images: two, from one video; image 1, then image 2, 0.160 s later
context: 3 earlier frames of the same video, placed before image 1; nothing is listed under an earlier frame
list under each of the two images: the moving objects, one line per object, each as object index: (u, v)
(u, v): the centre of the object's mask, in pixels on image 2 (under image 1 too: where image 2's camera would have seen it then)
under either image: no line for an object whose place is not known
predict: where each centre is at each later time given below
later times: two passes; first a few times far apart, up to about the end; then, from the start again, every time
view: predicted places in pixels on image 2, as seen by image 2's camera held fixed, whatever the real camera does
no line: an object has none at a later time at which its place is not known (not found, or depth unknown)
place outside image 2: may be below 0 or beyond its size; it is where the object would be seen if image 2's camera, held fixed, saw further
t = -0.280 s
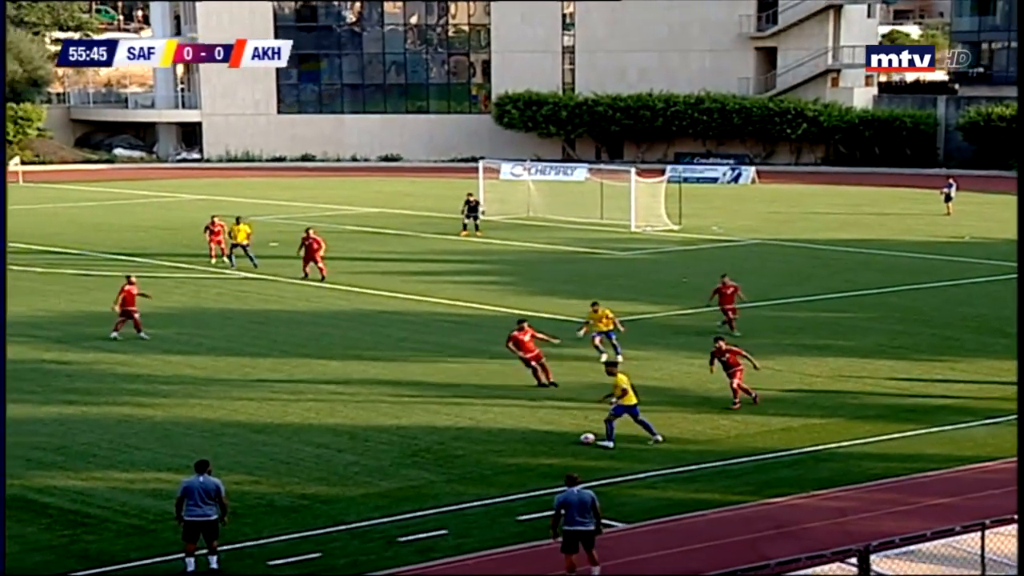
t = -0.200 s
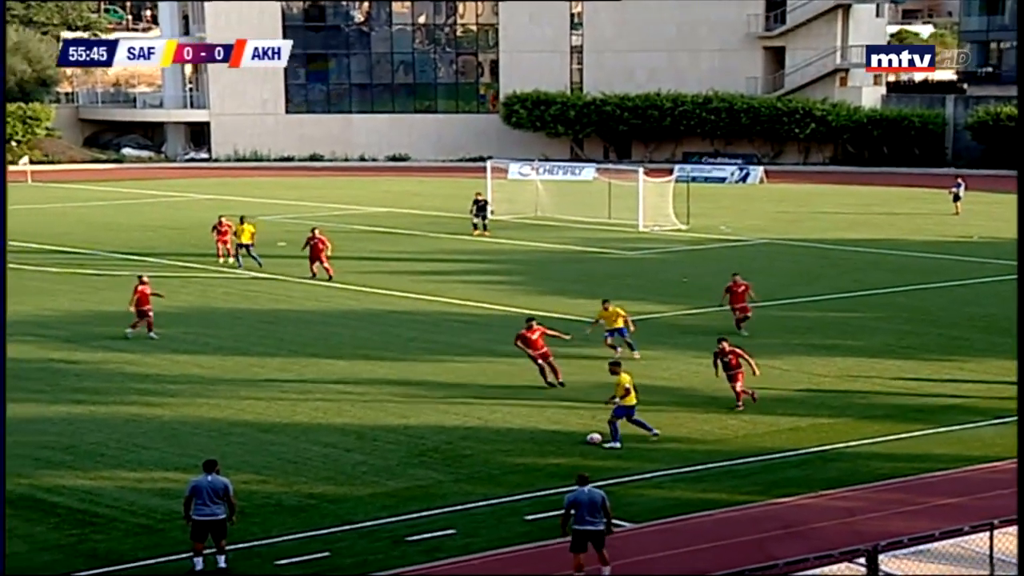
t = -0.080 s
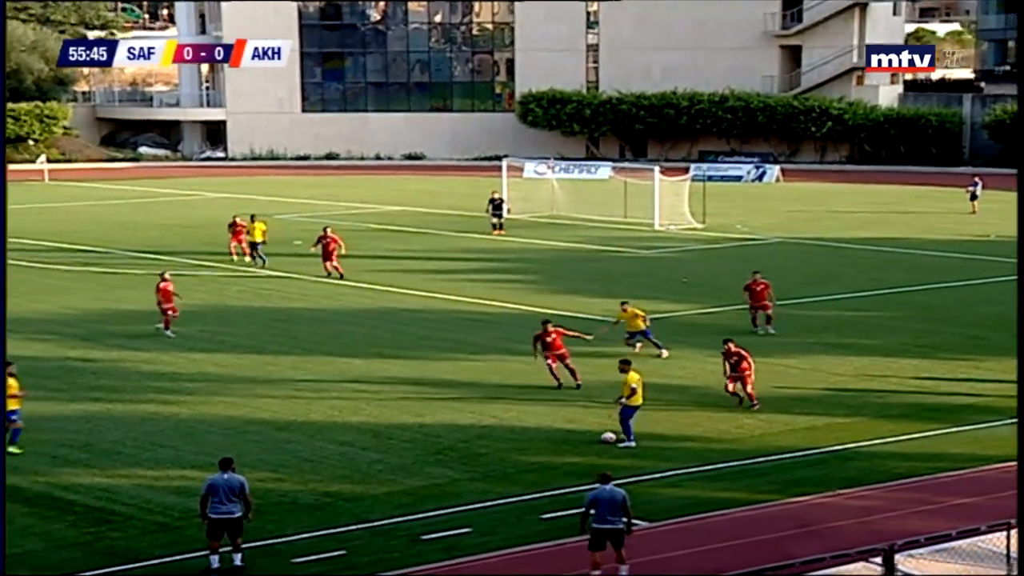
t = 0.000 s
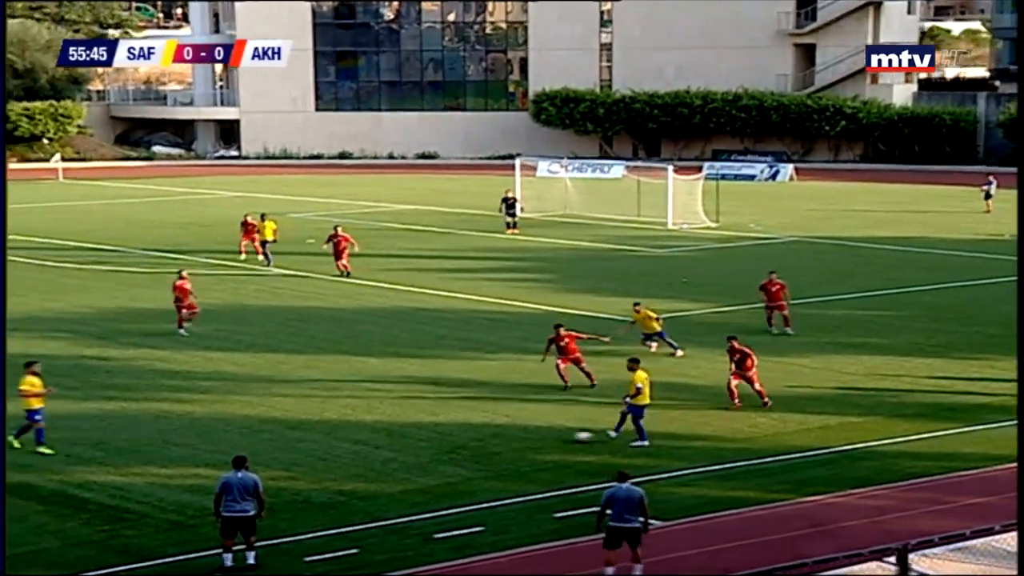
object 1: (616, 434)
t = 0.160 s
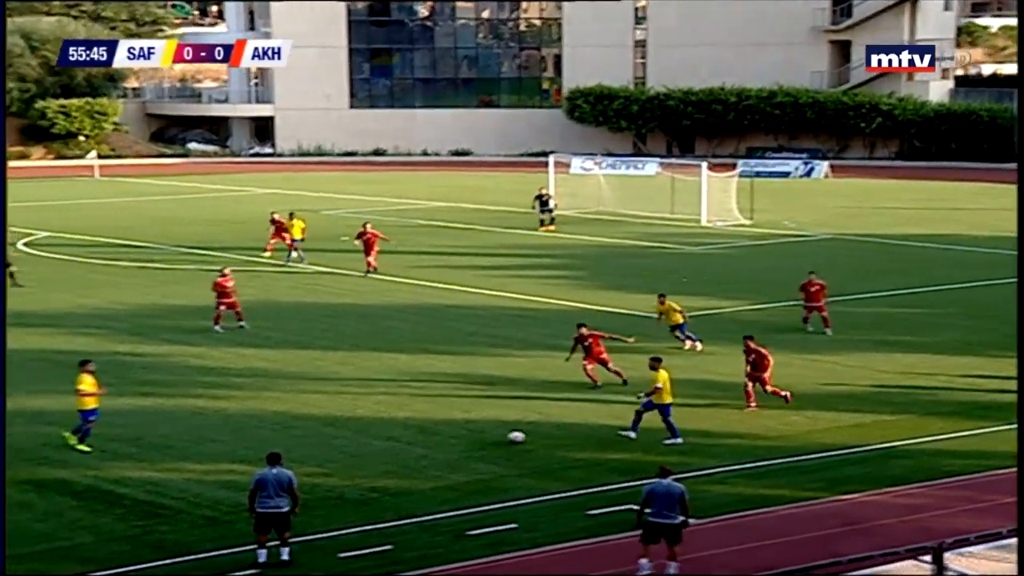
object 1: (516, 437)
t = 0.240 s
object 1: (470, 439)
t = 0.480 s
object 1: (348, 444)
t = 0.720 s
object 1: (250, 448)
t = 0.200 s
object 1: (493, 438)
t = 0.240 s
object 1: (470, 439)
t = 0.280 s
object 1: (447, 440)
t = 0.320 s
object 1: (426, 441)
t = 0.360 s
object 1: (406, 441)
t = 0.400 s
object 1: (385, 442)
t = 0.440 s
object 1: (366, 443)
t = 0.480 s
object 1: (348, 444)
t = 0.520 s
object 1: (329, 445)
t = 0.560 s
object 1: (312, 445)
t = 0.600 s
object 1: (297, 445)
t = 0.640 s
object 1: (281, 445)
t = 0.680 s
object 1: (265, 446)
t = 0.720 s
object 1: (250, 448)
